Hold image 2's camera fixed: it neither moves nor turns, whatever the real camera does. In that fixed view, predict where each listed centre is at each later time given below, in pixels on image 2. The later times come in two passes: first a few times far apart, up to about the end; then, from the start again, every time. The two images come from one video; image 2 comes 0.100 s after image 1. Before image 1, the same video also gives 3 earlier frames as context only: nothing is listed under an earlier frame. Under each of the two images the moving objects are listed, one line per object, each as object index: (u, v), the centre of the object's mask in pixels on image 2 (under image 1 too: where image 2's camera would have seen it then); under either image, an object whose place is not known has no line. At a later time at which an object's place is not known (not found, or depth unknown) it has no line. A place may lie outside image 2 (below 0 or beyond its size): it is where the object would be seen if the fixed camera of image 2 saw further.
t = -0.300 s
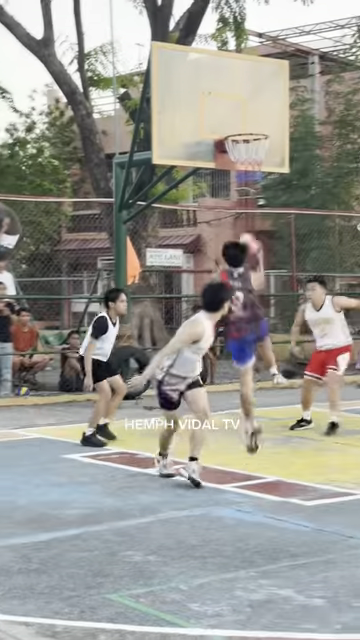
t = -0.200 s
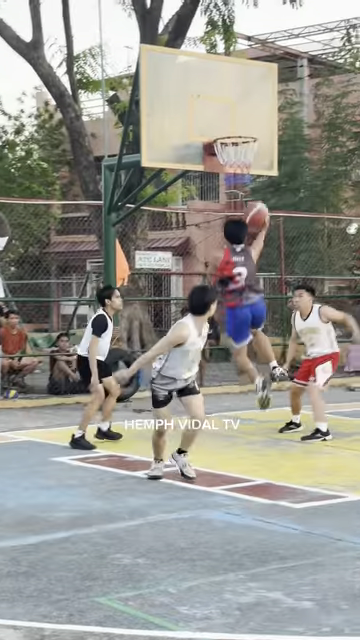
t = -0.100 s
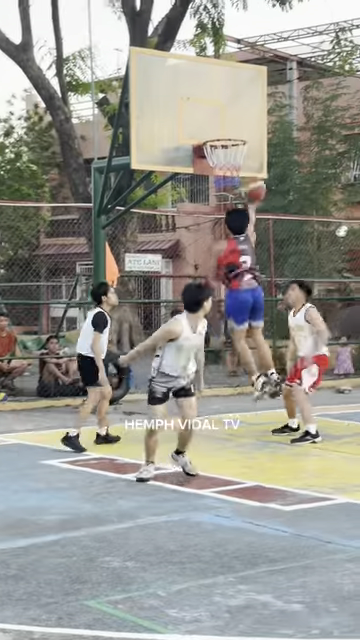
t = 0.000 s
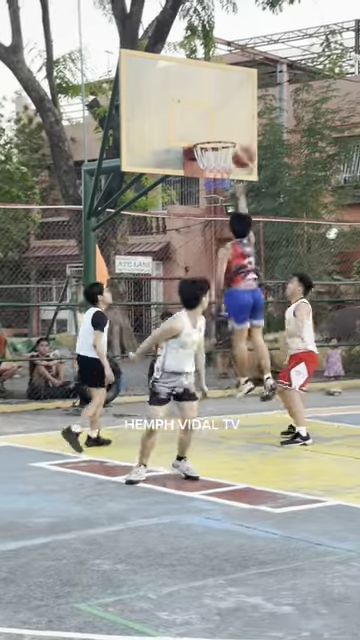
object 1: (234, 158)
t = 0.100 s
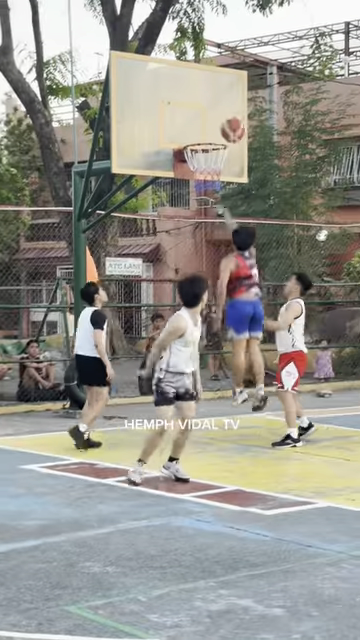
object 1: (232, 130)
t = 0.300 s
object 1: (231, 106)
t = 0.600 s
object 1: (235, 135)
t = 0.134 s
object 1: (232, 123)
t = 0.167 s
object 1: (232, 117)
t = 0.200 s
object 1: (231, 113)
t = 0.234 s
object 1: (231, 110)
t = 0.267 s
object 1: (231, 107)
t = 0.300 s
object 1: (231, 106)
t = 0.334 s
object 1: (231, 106)
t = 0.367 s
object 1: (231, 107)
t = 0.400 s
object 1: (231, 108)
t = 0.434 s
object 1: (231, 112)
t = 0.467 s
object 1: (230, 117)
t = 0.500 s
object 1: (230, 122)
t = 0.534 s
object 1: (230, 127)
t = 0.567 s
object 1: (230, 135)
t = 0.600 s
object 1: (235, 135)
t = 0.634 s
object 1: (241, 137)
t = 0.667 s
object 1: (246, 138)
